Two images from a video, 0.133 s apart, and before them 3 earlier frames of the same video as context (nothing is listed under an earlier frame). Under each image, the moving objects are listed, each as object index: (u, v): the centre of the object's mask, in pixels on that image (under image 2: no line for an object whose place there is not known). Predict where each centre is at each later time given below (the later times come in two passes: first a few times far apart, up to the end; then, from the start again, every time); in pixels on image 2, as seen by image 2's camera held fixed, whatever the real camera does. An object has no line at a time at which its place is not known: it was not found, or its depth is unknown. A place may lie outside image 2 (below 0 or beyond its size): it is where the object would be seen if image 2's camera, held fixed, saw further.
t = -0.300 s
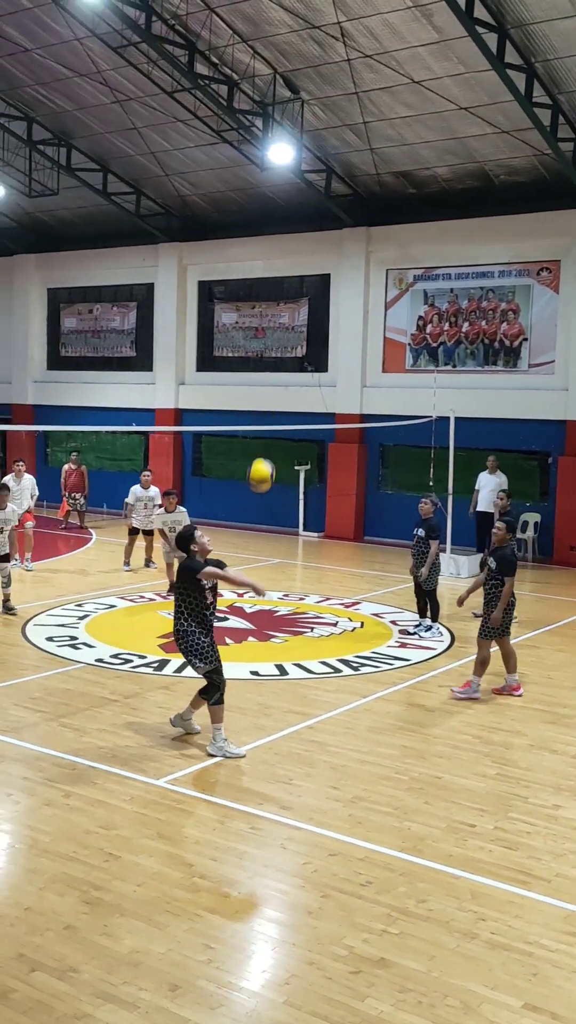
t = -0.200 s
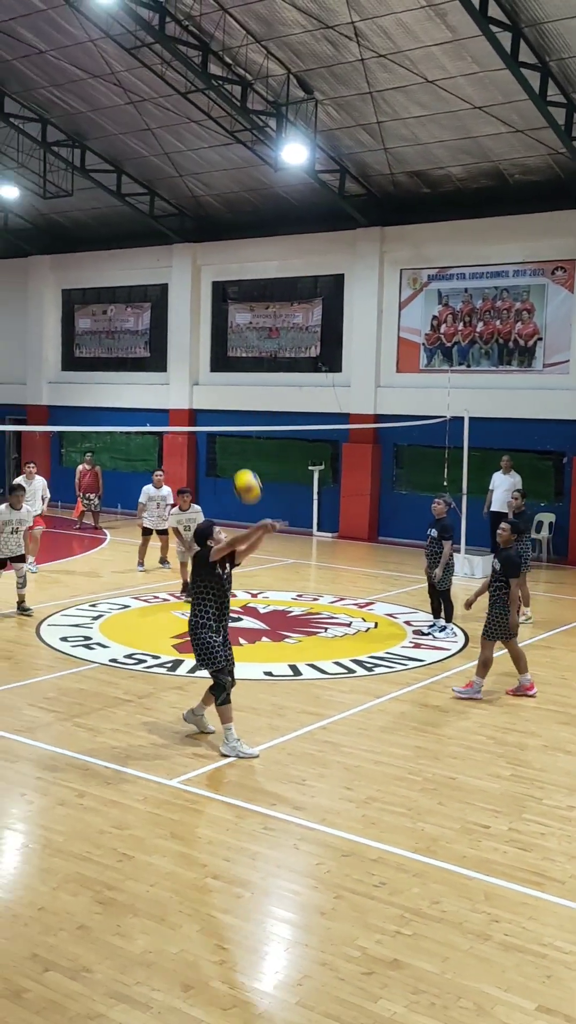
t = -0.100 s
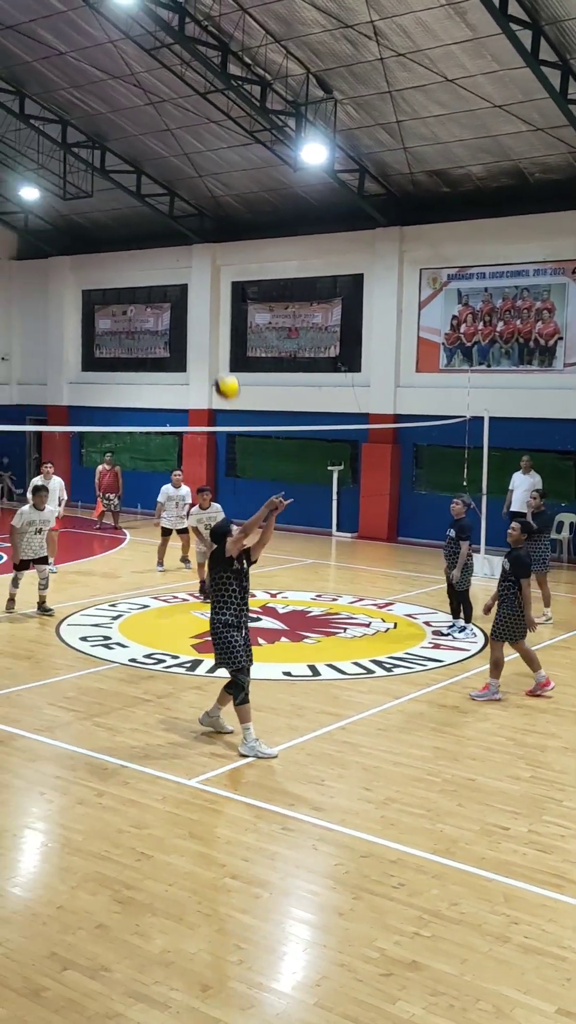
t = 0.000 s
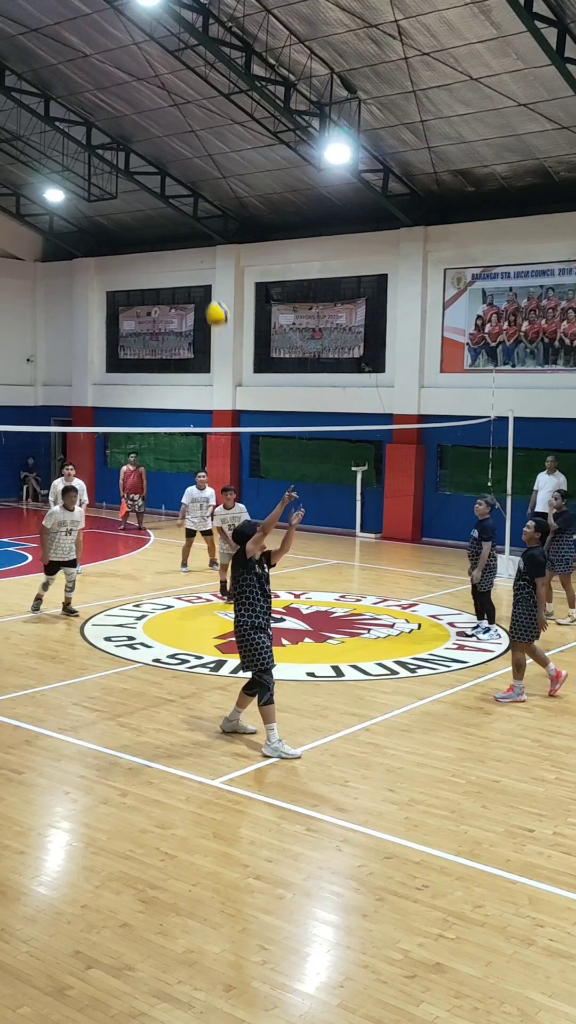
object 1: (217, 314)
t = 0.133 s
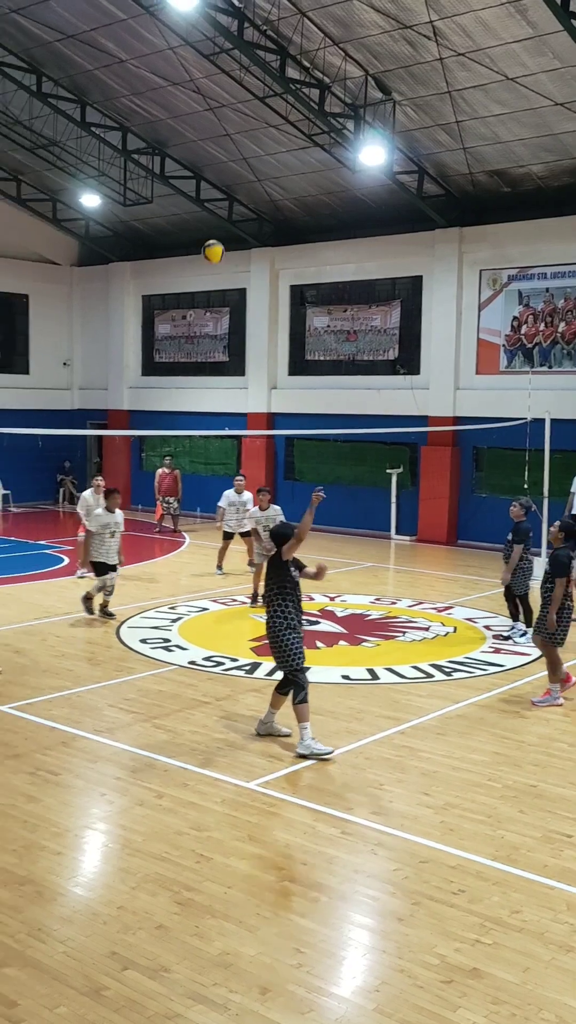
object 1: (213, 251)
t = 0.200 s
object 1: (197, 231)
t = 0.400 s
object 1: (158, 204)
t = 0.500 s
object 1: (141, 206)
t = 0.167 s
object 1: (205, 241)
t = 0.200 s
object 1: (197, 231)
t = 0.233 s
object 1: (191, 223)
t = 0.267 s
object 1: (183, 217)
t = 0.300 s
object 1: (176, 211)
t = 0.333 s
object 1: (170, 208)
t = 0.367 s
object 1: (164, 205)
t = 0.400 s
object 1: (158, 204)
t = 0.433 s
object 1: (152, 204)
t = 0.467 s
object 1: (147, 204)
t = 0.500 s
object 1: (141, 206)
